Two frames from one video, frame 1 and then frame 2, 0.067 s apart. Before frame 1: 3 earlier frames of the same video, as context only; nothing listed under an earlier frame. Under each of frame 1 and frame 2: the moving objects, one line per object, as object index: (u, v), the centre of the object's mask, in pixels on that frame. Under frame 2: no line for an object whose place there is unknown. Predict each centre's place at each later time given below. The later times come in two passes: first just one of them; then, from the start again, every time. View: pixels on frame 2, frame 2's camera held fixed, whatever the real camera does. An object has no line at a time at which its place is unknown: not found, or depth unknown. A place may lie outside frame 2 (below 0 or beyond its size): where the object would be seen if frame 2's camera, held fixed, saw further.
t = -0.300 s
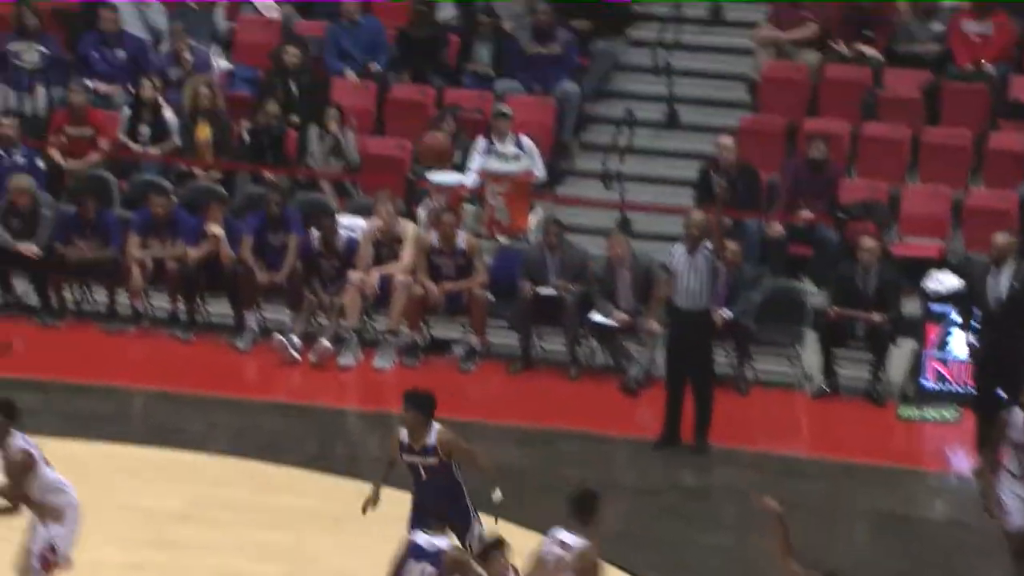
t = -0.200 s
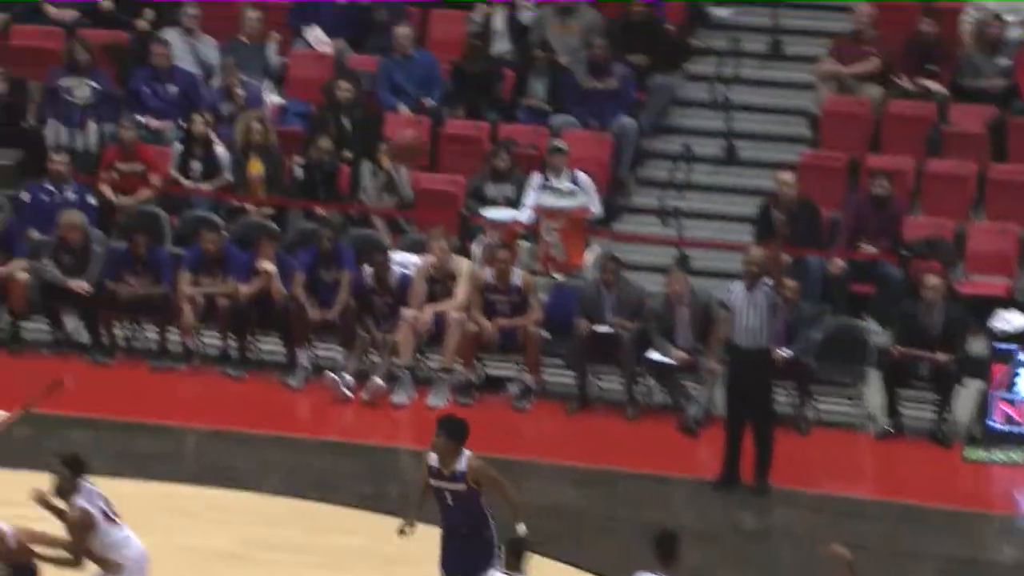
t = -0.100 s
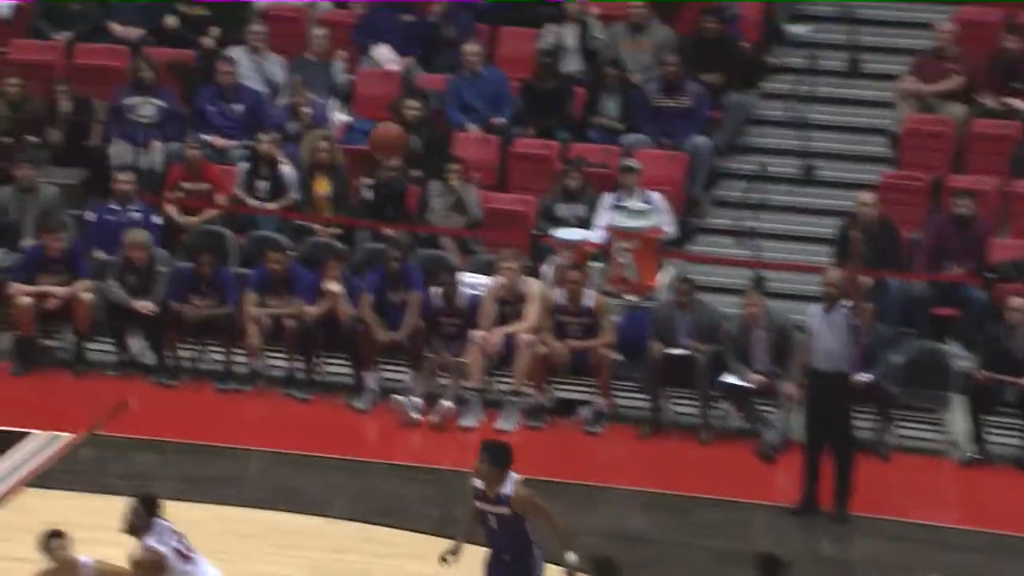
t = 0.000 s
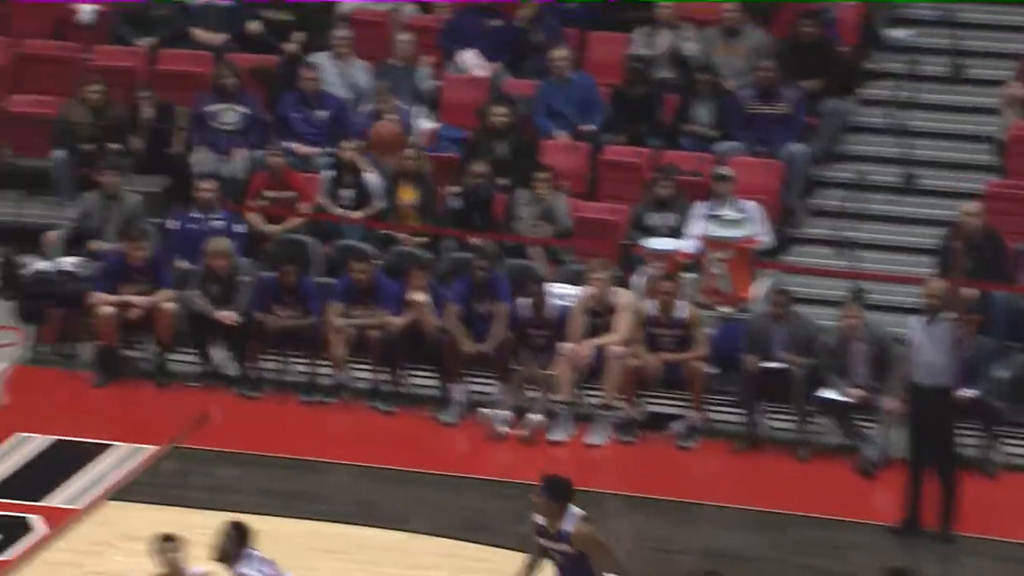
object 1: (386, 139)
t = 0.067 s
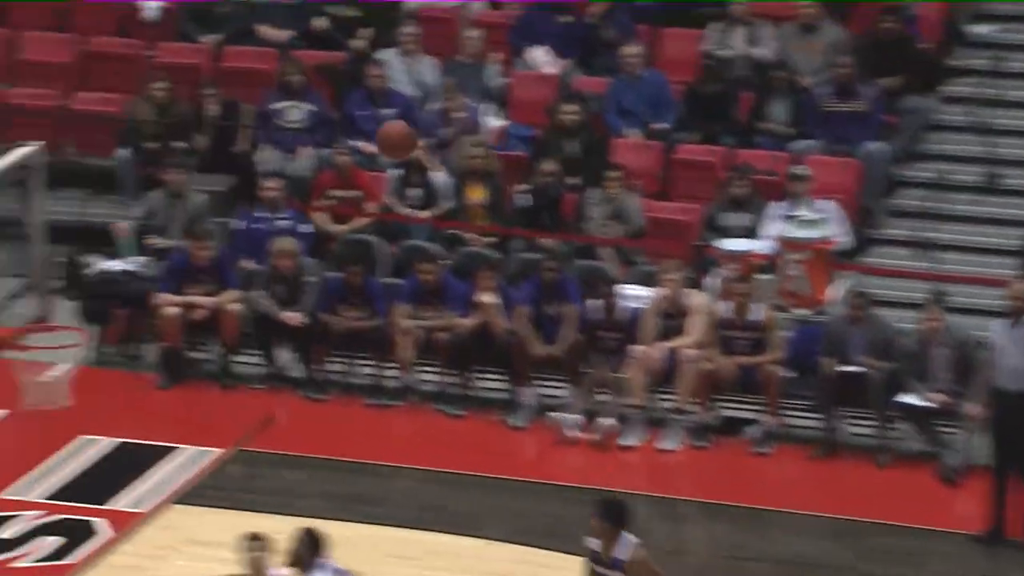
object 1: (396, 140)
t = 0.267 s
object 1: (224, 190)
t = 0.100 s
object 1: (366, 143)
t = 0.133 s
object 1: (339, 150)
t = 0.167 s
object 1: (310, 156)
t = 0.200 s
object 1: (279, 165)
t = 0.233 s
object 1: (251, 176)
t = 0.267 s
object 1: (224, 190)
